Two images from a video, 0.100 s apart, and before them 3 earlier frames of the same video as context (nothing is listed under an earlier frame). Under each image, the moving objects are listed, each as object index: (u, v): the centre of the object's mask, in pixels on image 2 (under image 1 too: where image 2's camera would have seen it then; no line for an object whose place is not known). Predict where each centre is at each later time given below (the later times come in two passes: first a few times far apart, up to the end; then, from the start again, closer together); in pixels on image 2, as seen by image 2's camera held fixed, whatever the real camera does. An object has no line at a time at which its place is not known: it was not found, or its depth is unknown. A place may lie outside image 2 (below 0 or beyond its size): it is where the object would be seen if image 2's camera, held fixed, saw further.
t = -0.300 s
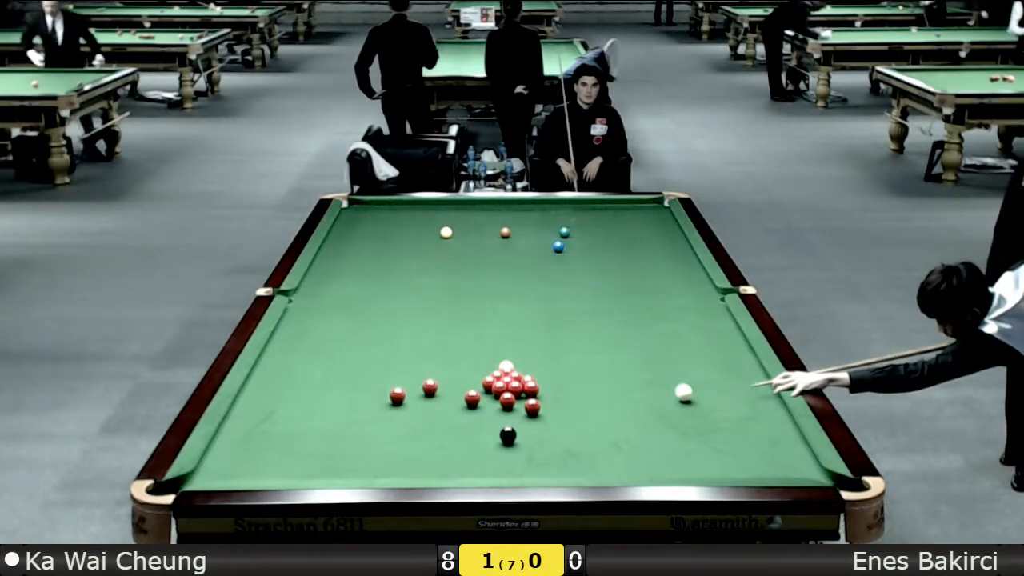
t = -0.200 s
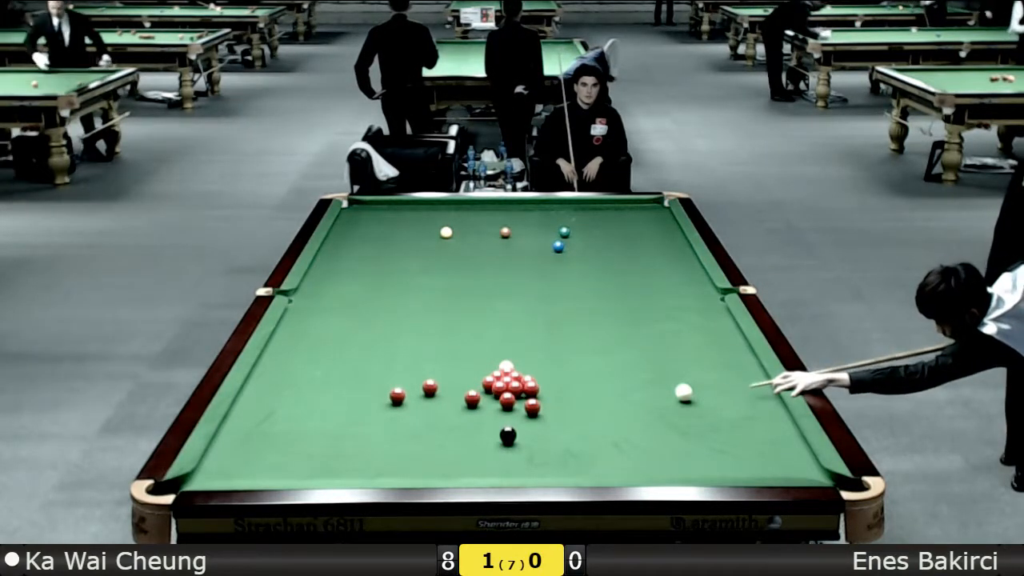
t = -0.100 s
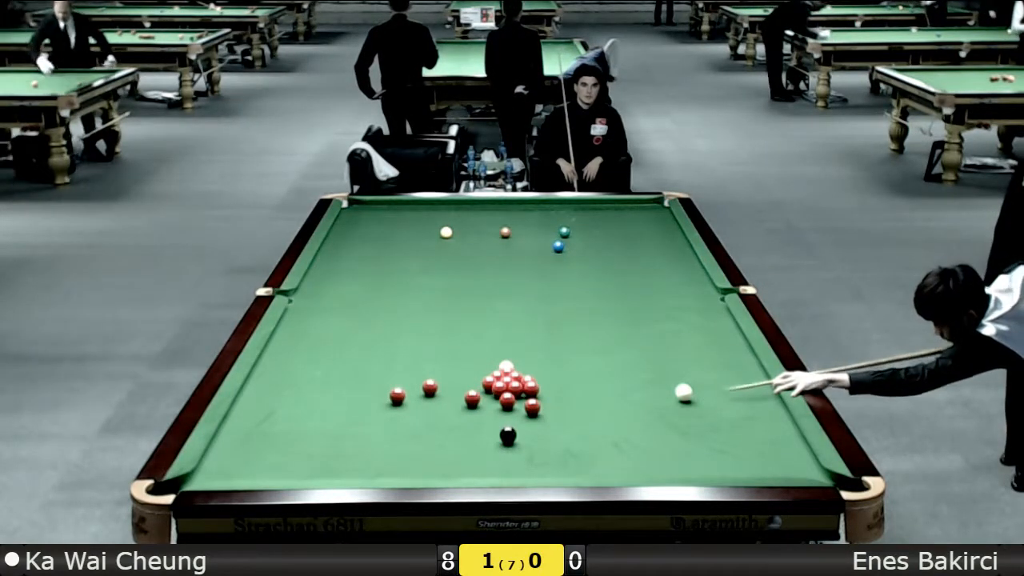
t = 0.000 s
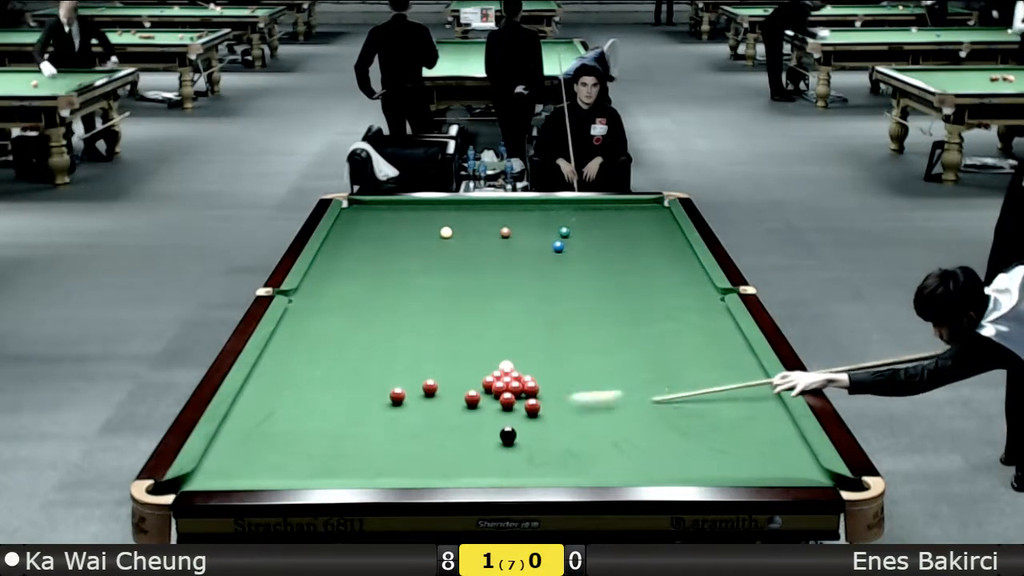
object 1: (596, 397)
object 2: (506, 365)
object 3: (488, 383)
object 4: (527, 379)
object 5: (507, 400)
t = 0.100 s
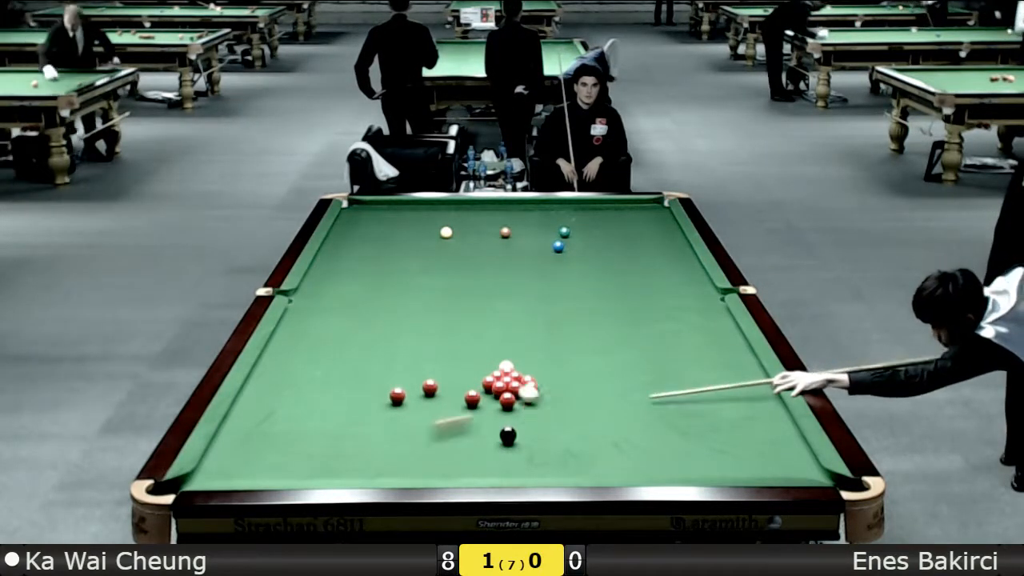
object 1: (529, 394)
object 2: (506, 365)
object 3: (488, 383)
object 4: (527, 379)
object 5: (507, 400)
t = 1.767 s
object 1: (559, 386)
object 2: (494, 329)
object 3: (445, 388)
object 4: (613, 338)
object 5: (429, 451)
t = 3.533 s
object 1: (560, 386)
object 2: (488, 314)
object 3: (445, 388)
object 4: (654, 316)
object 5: (386, 473)
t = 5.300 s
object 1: (560, 386)
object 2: (488, 314)
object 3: (445, 388)
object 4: (662, 313)
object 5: (386, 473)
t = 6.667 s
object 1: (560, 386)
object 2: (488, 314)
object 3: (445, 388)
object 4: (662, 313)
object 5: (385, 473)
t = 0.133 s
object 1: (521, 394)
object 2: (506, 365)
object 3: (488, 383)
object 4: (529, 378)
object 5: (507, 400)
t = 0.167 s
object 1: (517, 393)
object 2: (505, 364)
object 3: (487, 384)
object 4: (532, 377)
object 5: (506, 400)
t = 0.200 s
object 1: (514, 393)
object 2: (505, 362)
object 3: (485, 384)
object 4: (535, 376)
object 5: (504, 401)
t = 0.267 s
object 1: (512, 393)
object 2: (505, 360)
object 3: (482, 384)
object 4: (539, 375)
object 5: (501, 404)
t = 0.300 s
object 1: (512, 392)
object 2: (504, 360)
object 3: (480, 384)
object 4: (541, 374)
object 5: (499, 405)
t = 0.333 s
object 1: (513, 392)
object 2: (504, 359)
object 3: (479, 384)
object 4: (544, 373)
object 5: (497, 406)
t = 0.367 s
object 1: (514, 392)
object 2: (504, 359)
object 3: (478, 384)
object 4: (546, 373)
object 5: (496, 407)
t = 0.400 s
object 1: (516, 392)
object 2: (503, 358)
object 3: (476, 384)
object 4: (548, 372)
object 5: (494, 408)
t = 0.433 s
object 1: (518, 391)
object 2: (503, 357)
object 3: (474, 384)
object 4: (550, 371)
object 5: (492, 409)
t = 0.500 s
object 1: (521, 391)
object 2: (502, 355)
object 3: (471, 384)
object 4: (554, 369)
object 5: (488, 412)
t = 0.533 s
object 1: (523, 391)
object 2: (502, 355)
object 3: (469, 384)
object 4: (556, 368)
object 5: (486, 413)
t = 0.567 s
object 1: (525, 390)
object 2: (502, 354)
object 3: (467, 385)
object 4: (558, 367)
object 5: (485, 414)
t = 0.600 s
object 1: (526, 390)
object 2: (501, 353)
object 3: (466, 385)
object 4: (559, 367)
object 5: (483, 415)
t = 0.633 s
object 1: (528, 390)
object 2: (501, 352)
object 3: (464, 385)
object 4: (562, 365)
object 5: (481, 417)
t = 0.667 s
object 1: (529, 390)
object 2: (501, 351)
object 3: (463, 386)
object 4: (564, 364)
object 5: (480, 417)
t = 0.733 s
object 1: (533, 389)
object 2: (500, 349)
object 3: (460, 386)
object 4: (567, 362)
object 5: (476, 420)
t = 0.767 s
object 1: (534, 389)
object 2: (500, 349)
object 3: (459, 387)
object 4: (569, 361)
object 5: (474, 421)
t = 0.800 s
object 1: (535, 389)
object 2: (500, 348)
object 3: (458, 387)
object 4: (571, 360)
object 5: (473, 422)
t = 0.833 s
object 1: (537, 389)
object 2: (499, 347)
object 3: (456, 387)
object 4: (572, 359)
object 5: (471, 423)
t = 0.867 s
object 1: (538, 388)
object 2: (499, 346)
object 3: (455, 387)
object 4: (574, 359)
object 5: (469, 424)
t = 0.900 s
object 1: (540, 388)
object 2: (499, 345)
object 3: (454, 387)
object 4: (576, 358)
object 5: (468, 425)
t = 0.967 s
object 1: (542, 388)
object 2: (498, 344)
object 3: (451, 387)
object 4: (579, 356)
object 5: (464, 427)
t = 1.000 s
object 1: (543, 387)
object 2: (498, 343)
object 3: (450, 387)
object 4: (581, 355)
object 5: (463, 428)
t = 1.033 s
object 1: (545, 387)
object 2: (498, 342)
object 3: (449, 387)
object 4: (582, 354)
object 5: (461, 429)
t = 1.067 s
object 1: (546, 387)
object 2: (498, 341)
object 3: (448, 387)
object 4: (584, 353)
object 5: (460, 430)
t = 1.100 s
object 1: (547, 387)
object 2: (498, 341)
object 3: (447, 388)
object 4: (586, 353)
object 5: (458, 431)
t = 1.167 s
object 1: (550, 387)
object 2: (497, 339)
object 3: (446, 388)
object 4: (589, 351)
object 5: (455, 434)
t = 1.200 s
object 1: (550, 387)
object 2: (497, 339)
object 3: (445, 388)
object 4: (590, 350)
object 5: (453, 434)
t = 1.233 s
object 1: (551, 387)
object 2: (497, 338)
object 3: (445, 388)
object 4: (592, 349)
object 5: (452, 435)
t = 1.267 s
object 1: (552, 387)
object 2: (496, 337)
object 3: (445, 388)
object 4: (593, 349)
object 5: (450, 437)
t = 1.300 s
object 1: (552, 387)
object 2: (496, 337)
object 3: (445, 388)
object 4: (595, 348)
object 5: (449, 438)
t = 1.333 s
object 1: (553, 387)
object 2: (496, 336)
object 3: (445, 388)
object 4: (596, 347)
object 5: (447, 439)
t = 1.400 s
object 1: (555, 386)
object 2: (496, 335)
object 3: (445, 388)
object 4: (599, 345)
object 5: (444, 441)
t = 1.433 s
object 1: (555, 386)
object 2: (496, 334)
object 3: (445, 388)
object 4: (601, 345)
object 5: (443, 442)
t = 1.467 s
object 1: (555, 386)
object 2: (495, 334)
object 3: (445, 388)
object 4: (602, 344)
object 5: (441, 443)
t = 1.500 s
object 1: (556, 386)
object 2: (495, 333)
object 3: (445, 388)
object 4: (603, 343)
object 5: (440, 444)
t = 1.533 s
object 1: (557, 386)
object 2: (495, 332)
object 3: (445, 388)
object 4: (605, 343)
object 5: (438, 445)
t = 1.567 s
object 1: (557, 386)
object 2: (495, 332)
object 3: (445, 388)
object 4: (606, 342)
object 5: (437, 445)
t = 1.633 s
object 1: (558, 386)
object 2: (494, 331)
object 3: (445, 388)
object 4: (608, 341)
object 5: (434, 447)
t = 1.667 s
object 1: (558, 386)
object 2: (494, 330)
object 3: (445, 388)
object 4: (610, 340)
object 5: (433, 448)
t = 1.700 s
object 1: (558, 386)
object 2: (494, 330)
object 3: (445, 388)
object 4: (611, 339)
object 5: (431, 449)
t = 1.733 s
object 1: (559, 386)
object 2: (494, 329)
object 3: (445, 388)
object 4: (612, 339)
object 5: (430, 450)
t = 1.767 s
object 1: (559, 386)
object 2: (494, 329)
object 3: (445, 388)
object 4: (613, 338)
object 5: (429, 451)
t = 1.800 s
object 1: (559, 386)
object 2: (494, 328)
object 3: (445, 388)
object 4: (614, 338)
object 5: (427, 452)
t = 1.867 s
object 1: (560, 386)
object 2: (494, 327)
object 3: (445, 388)
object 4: (616, 337)
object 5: (425, 453)
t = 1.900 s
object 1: (560, 386)
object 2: (493, 327)
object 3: (445, 388)
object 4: (617, 336)
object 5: (423, 454)
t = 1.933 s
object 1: (560, 386)
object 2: (493, 326)
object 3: (445, 388)
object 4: (619, 335)
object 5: (422, 455)
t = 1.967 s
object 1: (560, 386)
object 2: (493, 326)
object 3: (445, 388)
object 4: (619, 334)
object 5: (421, 456)
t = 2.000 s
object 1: (560, 386)
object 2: (493, 325)
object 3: (445, 388)
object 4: (620, 334)
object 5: (420, 457)
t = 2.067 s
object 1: (560, 386)
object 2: (493, 325)
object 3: (445, 388)
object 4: (622, 333)
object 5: (418, 458)
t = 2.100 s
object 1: (560, 386)
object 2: (492, 324)
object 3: (445, 388)
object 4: (623, 332)
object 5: (416, 459)
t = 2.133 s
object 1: (560, 386)
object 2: (492, 324)
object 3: (445, 388)
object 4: (624, 332)
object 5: (415, 459)
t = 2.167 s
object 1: (560, 386)
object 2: (492, 323)
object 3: (445, 388)
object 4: (626, 331)
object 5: (414, 460)
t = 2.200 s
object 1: (560, 386)
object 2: (492, 323)
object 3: (445, 388)
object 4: (626, 331)
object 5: (413, 461)
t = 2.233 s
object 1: (560, 386)
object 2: (492, 322)
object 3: (445, 388)
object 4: (627, 330)
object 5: (412, 462)
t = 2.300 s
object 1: (560, 386)
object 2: (492, 322)
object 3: (445, 388)
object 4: (629, 329)
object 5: (410, 463)
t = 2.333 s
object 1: (560, 386)
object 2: (491, 321)
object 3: (445, 388)
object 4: (630, 329)
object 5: (409, 464)
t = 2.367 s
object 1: (560, 386)
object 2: (491, 321)
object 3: (445, 388)
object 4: (631, 328)
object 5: (408, 465)
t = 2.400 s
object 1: (560, 386)
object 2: (491, 321)
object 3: (445, 388)
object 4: (631, 328)
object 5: (407, 465)
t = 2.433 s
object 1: (560, 386)
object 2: (491, 321)
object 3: (445, 388)
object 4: (632, 327)
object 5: (405, 466)
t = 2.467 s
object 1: (560, 386)
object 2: (491, 321)
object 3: (445, 388)
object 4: (633, 327)
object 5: (404, 466)
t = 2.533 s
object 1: (560, 386)
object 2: (491, 319)
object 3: (445, 388)
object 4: (635, 326)
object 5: (402, 467)
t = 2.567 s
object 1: (560, 386)
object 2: (490, 319)
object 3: (445, 388)
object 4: (636, 326)
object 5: (402, 468)
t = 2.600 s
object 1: (560, 386)
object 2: (490, 319)
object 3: (445, 388)
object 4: (636, 325)
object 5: (401, 468)
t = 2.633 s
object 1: (560, 386)
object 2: (490, 319)
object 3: (445, 388)
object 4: (637, 325)
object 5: (400, 468)
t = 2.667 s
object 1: (560, 386)
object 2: (490, 319)
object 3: (445, 388)
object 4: (638, 324)
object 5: (399, 468)
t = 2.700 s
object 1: (560, 386)
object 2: (490, 318)
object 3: (445, 388)
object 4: (639, 324)
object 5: (398, 470)
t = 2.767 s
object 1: (560, 386)
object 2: (490, 318)
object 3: (445, 388)
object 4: (640, 323)
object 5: (396, 470)
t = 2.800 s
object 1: (560, 386)
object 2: (490, 317)
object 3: (445, 388)
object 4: (641, 323)
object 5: (395, 471)
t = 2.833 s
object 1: (560, 386)
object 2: (489, 317)
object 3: (445, 388)
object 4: (642, 322)
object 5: (395, 471)
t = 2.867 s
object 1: (560, 386)
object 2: (489, 317)
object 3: (445, 388)
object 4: (642, 322)
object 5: (394, 472)
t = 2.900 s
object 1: (560, 386)
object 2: (489, 317)
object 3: (445, 388)
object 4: (643, 322)
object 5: (393, 472)
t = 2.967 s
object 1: (560, 386)
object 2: (489, 317)
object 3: (445, 388)
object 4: (644, 321)
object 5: (392, 473)
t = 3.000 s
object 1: (560, 386)
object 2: (489, 316)
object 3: (445, 388)
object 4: (645, 321)
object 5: (391, 473)
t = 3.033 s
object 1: (560, 386)
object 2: (489, 316)
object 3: (445, 388)
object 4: (645, 320)
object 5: (390, 473)
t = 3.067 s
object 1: (560, 386)
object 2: (489, 316)
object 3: (445, 388)
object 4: (646, 320)
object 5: (390, 474)
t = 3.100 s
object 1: (560, 386)
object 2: (489, 316)
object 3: (445, 388)
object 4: (647, 320)
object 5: (389, 474)
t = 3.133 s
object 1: (560, 386)
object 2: (489, 316)
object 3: (445, 388)
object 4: (647, 319)
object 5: (389, 474)
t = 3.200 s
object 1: (560, 386)
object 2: (489, 315)
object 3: (445, 388)
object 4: (649, 319)
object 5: (388, 474)
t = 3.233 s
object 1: (560, 386)
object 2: (489, 315)
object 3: (445, 388)
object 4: (649, 319)
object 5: (387, 474)
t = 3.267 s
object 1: (560, 386)
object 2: (488, 315)
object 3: (445, 388)
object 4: (650, 318)
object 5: (387, 474)
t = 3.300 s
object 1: (560, 386)
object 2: (488, 315)
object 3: (445, 388)
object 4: (650, 318)
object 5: (387, 474)
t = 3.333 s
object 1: (560, 386)
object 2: (488, 315)
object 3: (445, 388)
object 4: (651, 318)
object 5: (387, 474)
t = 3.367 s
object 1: (560, 386)
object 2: (488, 314)
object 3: (445, 388)
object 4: (651, 318)
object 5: (387, 473)
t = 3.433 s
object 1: (560, 386)
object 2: (488, 314)
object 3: (445, 388)
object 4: (652, 317)
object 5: (386, 473)
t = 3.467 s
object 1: (560, 386)
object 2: (488, 314)
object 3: (445, 388)
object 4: (653, 317)
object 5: (386, 473)
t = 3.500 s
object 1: (560, 386)
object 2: (488, 314)
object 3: (445, 388)
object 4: (653, 317)
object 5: (386, 473)
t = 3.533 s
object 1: (560, 386)
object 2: (488, 314)
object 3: (445, 388)
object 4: (654, 316)
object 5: (386, 473)
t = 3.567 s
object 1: (560, 386)
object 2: (488, 314)
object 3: (445, 388)
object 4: (654, 316)
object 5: (386, 473)
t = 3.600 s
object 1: (560, 386)
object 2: (488, 314)
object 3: (445, 388)
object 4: (655, 316)
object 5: (386, 473)
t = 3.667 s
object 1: (560, 386)
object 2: (488, 314)
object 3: (445, 388)
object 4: (655, 316)
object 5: (386, 473)
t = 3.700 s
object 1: (560, 386)
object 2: (488, 314)
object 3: (445, 388)
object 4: (656, 316)
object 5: (385, 473)
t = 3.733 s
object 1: (560, 386)
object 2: (488, 314)
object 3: (445, 388)
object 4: (656, 315)
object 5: (385, 473)
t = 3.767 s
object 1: (560, 386)
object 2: (488, 314)
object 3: (445, 388)
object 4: (656, 315)
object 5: (385, 473)
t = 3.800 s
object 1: (560, 386)
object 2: (488, 314)
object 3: (445, 388)
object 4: (657, 315)
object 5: (385, 473)
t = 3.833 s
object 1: (560, 386)
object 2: (488, 314)
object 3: (445, 388)
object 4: (657, 315)
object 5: (385, 473)
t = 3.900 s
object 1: (560, 386)
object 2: (488, 313)
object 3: (445, 388)
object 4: (658, 315)
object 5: (386, 473)
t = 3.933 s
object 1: (560, 386)
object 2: (488, 313)
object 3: (445, 388)
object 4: (658, 315)
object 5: (385, 473)
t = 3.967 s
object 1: (560, 386)
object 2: (488, 314)
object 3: (445, 388)
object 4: (659, 314)
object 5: (386, 473)
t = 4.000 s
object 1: (560, 386)
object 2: (488, 314)
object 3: (445, 388)
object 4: (659, 314)
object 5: (386, 473)
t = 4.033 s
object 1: (560, 386)
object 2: (488, 314)
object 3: (445, 388)
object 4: (659, 314)
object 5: (385, 473)
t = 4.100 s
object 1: (560, 386)
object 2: (488, 314)
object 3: (445, 388)
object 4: (660, 314)
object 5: (385, 473)
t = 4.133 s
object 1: (560, 386)
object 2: (488, 314)
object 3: (445, 388)
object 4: (660, 314)
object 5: (385, 473)
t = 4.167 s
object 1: (560, 386)
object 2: (488, 314)
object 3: (445, 388)
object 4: (660, 314)
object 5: (385, 473)
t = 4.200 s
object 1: (560, 386)
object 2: (488, 314)
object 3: (445, 388)
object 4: (660, 314)
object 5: (385, 473)
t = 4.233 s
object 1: (560, 386)
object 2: (488, 314)
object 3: (445, 388)
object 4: (660, 314)
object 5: (385, 473)
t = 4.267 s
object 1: (560, 386)
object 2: (488, 314)
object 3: (445, 388)
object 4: (661, 313)
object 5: (385, 473)
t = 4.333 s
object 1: (560, 386)
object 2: (488, 314)
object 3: (445, 388)
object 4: (661, 313)
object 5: (385, 473)
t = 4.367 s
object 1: (560, 386)
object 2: (488, 314)
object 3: (445, 388)
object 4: (661, 313)
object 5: (385, 473)
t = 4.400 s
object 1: (560, 386)
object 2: (488, 314)
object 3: (445, 388)
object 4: (662, 313)
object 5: (385, 473)
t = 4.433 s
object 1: (560, 386)
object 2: (488, 314)
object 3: (445, 388)
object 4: (662, 313)
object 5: (385, 473)
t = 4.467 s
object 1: (560, 386)
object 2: (488, 314)
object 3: (445, 388)
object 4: (662, 313)
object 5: (385, 473)
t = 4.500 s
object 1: (560, 386)
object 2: (488, 314)
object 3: (445, 388)
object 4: (662, 313)
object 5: (385, 473)
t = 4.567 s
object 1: (560, 386)
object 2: (488, 314)
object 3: (445, 388)
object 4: (662, 313)
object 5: (385, 473)
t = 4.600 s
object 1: (560, 386)
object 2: (488, 314)
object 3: (445, 388)
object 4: (662, 313)
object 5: (385, 473)
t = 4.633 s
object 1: (560, 386)
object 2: (488, 314)
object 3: (445, 388)
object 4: (662, 313)
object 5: (385, 473)
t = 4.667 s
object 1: (560, 386)
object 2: (488, 314)
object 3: (445, 388)
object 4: (662, 313)
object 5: (385, 473)
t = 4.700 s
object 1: (560, 386)
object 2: (488, 314)
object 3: (445, 388)
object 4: (662, 313)
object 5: (385, 473)
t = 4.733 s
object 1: (560, 386)
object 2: (488, 314)
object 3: (445, 388)
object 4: (662, 313)
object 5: (385, 473)
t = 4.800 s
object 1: (560, 386)
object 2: (488, 314)
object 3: (445, 388)
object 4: (662, 313)
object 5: (385, 473)
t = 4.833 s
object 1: (560, 386)
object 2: (488, 314)
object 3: (445, 388)
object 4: (662, 313)
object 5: (385, 473)
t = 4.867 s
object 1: (560, 386)
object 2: (488, 314)
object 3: (445, 388)
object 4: (662, 313)
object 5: (385, 473)
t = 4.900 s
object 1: (560, 386)
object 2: (488, 314)
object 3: (445, 388)
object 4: (662, 313)
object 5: (386, 473)
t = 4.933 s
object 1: (560, 386)
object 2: (488, 314)
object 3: (445, 388)
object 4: (662, 313)
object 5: (385, 473)
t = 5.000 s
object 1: (560, 386)
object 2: (488, 314)
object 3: (445, 388)
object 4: (662, 313)
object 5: (385, 473)
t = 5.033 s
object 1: (560, 386)
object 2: (488, 314)
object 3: (445, 388)
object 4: (662, 313)
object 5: (385, 473)
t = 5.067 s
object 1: (560, 386)
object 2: (488, 314)
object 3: (445, 388)
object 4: (662, 313)
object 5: (385, 473)
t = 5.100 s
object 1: (560, 386)
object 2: (488, 314)
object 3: (445, 388)
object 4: (662, 313)
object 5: (385, 473)
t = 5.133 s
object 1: (560, 386)
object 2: (488, 314)
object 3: (445, 388)
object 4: (662, 313)
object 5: (385, 473)
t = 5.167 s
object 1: (560, 386)
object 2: (488, 314)
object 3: (445, 388)
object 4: (662, 313)
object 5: (385, 473)
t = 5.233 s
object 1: (560, 386)
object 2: (488, 314)
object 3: (445, 388)
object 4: (662, 313)
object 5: (385, 473)
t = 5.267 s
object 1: (560, 386)
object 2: (488, 314)
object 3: (445, 388)
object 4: (662, 313)
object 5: (385, 473)
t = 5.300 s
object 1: (560, 386)
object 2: (488, 314)
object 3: (445, 388)
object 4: (662, 313)
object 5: (386, 473)
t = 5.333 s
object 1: (560, 386)
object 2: (488, 314)
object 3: (445, 388)
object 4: (662, 313)
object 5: (385, 473)
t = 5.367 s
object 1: (560, 386)
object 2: (488, 314)
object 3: (445, 388)
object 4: (662, 313)
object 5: (385, 473)
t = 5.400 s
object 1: (560, 386)
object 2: (488, 314)
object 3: (445, 388)
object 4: (662, 313)
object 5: (385, 473)
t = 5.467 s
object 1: (560, 386)
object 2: (488, 314)
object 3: (445, 388)
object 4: (662, 313)
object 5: (385, 473)
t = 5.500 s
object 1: (560, 386)
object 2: (488, 314)
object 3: (445, 388)
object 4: (662, 313)
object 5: (385, 473)
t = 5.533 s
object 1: (560, 386)
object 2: (488, 314)
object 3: (445, 388)
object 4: (662, 313)
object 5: (385, 473)
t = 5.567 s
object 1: (560, 386)
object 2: (488, 314)
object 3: (445, 388)
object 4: (662, 313)
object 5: (385, 473)
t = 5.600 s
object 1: (560, 386)
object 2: (488, 314)
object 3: (445, 388)
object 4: (662, 313)
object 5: (385, 473)
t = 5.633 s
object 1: (560, 386)
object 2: (488, 314)
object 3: (445, 388)
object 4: (662, 313)
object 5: (386, 473)
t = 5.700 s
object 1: (560, 386)
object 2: (488, 314)
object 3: (445, 388)
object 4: (662, 313)
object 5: (385, 473)
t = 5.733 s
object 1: (560, 386)
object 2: (488, 314)
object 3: (445, 388)
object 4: (662, 313)
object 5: (385, 473)
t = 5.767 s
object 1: (560, 386)
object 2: (488, 314)
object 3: (445, 388)
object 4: (662, 313)
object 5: (385, 473)
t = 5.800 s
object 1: (560, 386)
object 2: (488, 314)
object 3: (445, 388)
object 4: (662, 313)
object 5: (386, 473)
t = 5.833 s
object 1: (560, 386)
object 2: (488, 314)
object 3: (445, 388)
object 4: (662, 313)
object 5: (385, 473)
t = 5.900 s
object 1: (560, 386)
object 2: (488, 314)
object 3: (445, 388)
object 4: (662, 313)
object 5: (385, 473)
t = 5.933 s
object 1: (560, 386)
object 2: (488, 314)
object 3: (445, 388)
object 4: (662, 313)
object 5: (385, 473)
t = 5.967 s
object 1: (560, 386)
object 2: (488, 314)
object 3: (445, 388)
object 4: (662, 313)
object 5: (385, 473)
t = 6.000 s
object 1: (560, 386)
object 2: (488, 314)
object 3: (445, 388)
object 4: (662, 313)
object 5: (385, 473)
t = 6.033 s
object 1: (560, 386)
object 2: (488, 314)
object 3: (445, 388)
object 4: (662, 313)
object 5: (385, 473)
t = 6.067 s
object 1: (560, 386)
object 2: (488, 314)
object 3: (445, 388)
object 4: (662, 313)
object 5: (385, 473)
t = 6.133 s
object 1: (560, 386)
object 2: (488, 314)
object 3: (445, 388)
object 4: (662, 313)
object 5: (385, 473)
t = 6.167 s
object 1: (560, 386)
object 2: (488, 314)
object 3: (445, 388)
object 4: (662, 313)
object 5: (385, 473)
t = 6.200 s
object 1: (560, 386)
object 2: (488, 314)
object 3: (445, 388)
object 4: (662, 313)
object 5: (385, 473)
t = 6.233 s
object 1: (560, 386)
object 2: (488, 314)
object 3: (445, 388)
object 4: (662, 313)
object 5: (385, 473)
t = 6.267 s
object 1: (560, 386)
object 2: (488, 314)
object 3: (445, 388)
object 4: (662, 313)
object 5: (385, 473)
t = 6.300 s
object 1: (560, 386)
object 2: (488, 314)
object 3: (445, 388)
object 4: (662, 313)
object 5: (385, 473)
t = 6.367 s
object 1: (560, 386)
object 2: (488, 314)
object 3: (445, 388)
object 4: (662, 313)
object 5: (385, 473)
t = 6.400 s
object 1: (560, 386)
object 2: (488, 314)
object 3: (445, 388)
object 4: (662, 313)
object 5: (385, 473)
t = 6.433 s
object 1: (560, 386)
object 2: (488, 314)
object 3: (445, 388)
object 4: (662, 313)
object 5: (385, 473)
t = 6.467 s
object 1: (560, 386)
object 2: (488, 314)
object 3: (445, 388)
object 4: (662, 313)
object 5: (385, 473)
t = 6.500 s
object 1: (560, 386)
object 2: (488, 314)
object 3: (445, 388)
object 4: (662, 313)
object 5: (385, 473)
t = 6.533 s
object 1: (560, 386)
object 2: (488, 314)
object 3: (445, 388)
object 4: (662, 313)
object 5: (385, 473)
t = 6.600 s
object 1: (560, 386)
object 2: (488, 314)
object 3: (445, 388)
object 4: (662, 313)
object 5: (385, 473)
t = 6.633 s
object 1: (560, 386)
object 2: (488, 314)
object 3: (445, 388)
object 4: (662, 313)
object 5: (385, 473)
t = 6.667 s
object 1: (560, 386)
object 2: (488, 314)
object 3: (445, 388)
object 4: (662, 313)
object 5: (385, 473)
